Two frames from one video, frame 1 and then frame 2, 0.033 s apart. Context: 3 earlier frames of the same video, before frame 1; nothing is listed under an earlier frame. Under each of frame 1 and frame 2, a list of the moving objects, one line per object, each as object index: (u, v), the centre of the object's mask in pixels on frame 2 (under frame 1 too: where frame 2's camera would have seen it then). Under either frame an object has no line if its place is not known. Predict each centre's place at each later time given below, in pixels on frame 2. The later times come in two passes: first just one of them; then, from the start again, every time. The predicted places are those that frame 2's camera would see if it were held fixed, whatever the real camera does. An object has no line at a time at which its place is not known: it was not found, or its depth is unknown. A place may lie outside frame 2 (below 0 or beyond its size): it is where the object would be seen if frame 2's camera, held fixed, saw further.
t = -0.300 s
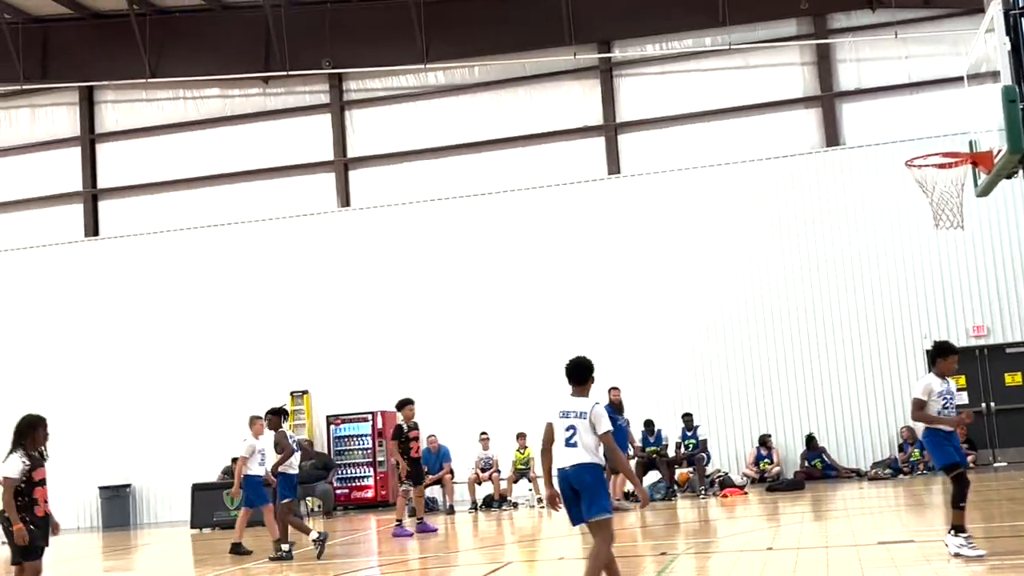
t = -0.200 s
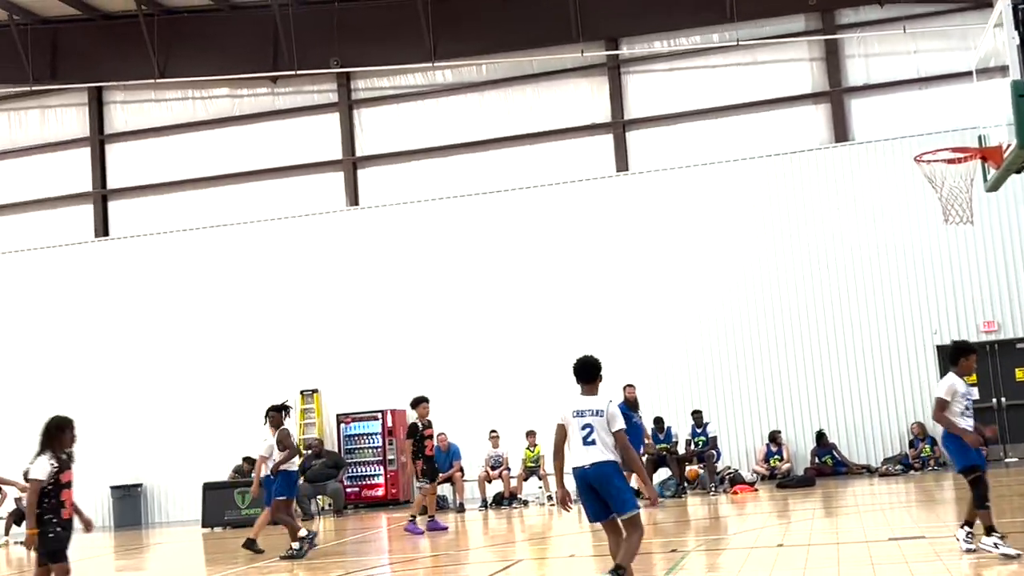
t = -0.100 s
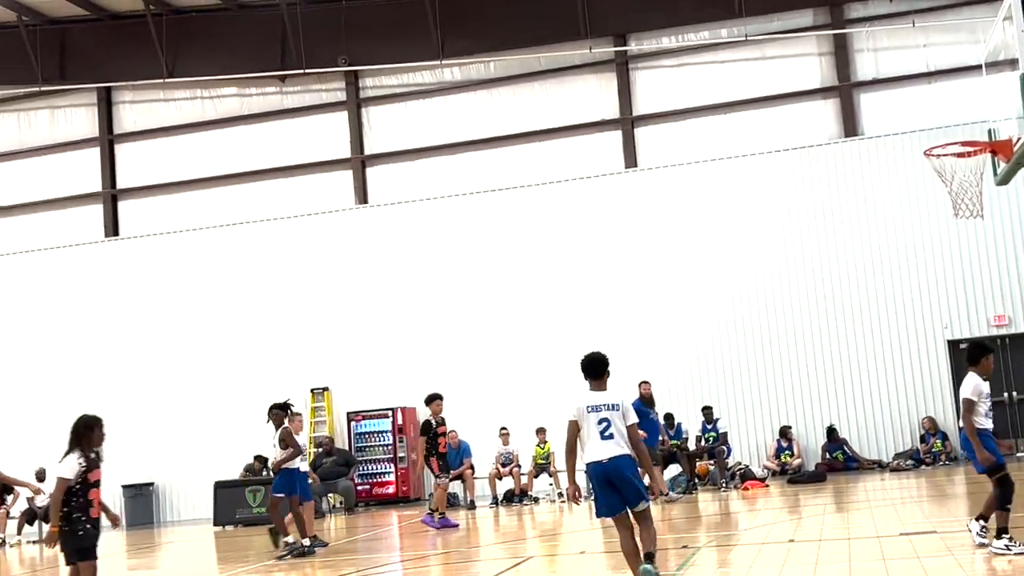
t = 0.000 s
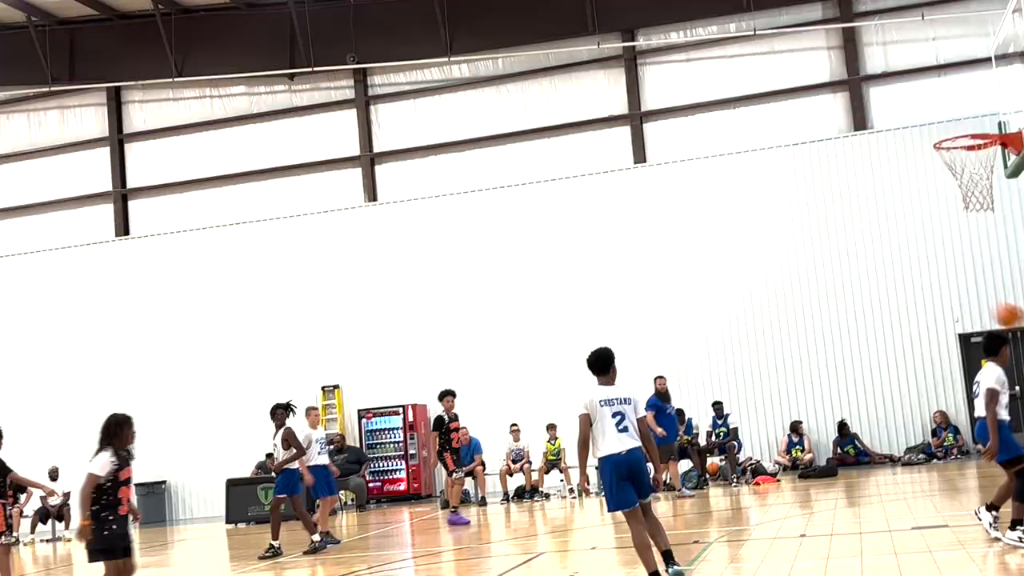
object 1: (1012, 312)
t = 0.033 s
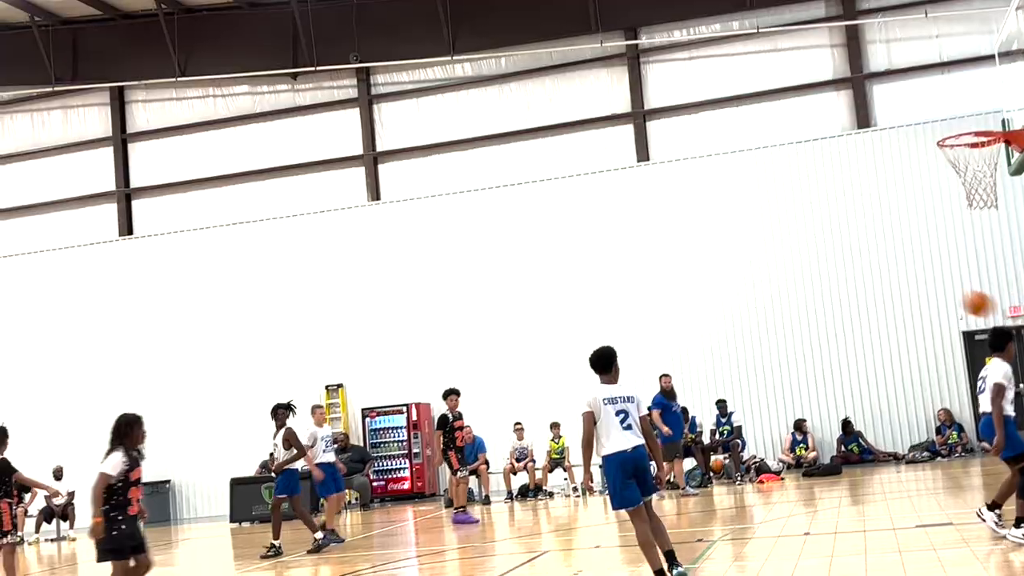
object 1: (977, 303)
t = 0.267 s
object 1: (726, 263)
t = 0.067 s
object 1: (941, 295)
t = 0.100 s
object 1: (905, 287)
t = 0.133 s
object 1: (870, 280)
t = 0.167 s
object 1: (834, 275)
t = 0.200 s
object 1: (798, 270)
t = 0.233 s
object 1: (762, 266)
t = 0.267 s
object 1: (726, 263)
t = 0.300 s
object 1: (688, 261)
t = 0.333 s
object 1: (653, 260)
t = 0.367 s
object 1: (615, 260)
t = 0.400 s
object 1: (578, 261)
